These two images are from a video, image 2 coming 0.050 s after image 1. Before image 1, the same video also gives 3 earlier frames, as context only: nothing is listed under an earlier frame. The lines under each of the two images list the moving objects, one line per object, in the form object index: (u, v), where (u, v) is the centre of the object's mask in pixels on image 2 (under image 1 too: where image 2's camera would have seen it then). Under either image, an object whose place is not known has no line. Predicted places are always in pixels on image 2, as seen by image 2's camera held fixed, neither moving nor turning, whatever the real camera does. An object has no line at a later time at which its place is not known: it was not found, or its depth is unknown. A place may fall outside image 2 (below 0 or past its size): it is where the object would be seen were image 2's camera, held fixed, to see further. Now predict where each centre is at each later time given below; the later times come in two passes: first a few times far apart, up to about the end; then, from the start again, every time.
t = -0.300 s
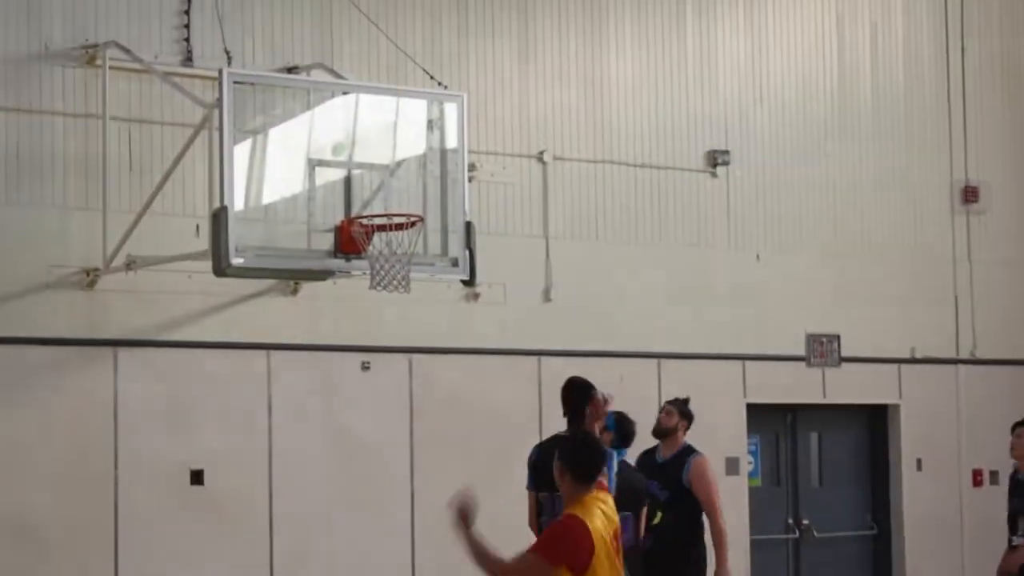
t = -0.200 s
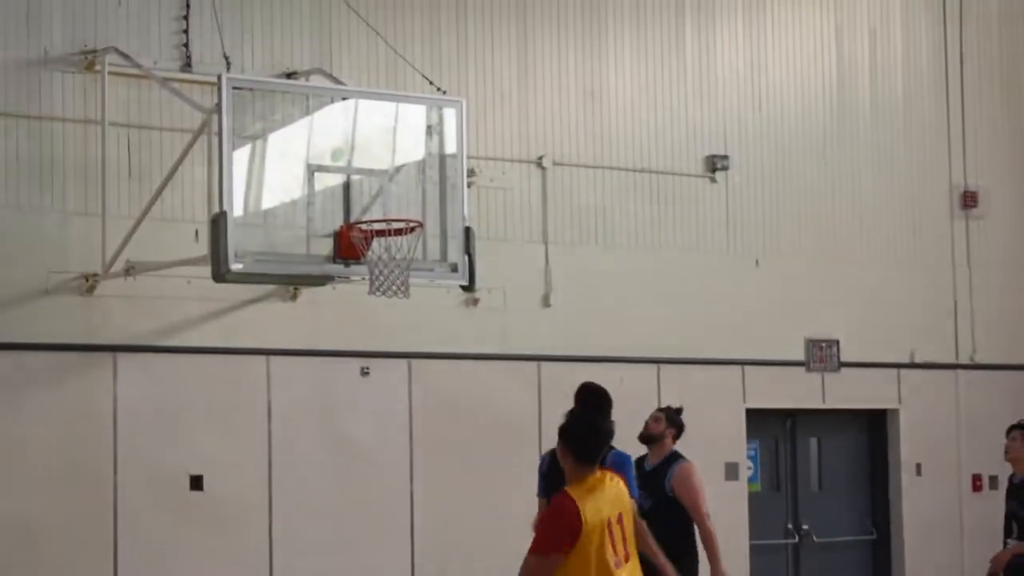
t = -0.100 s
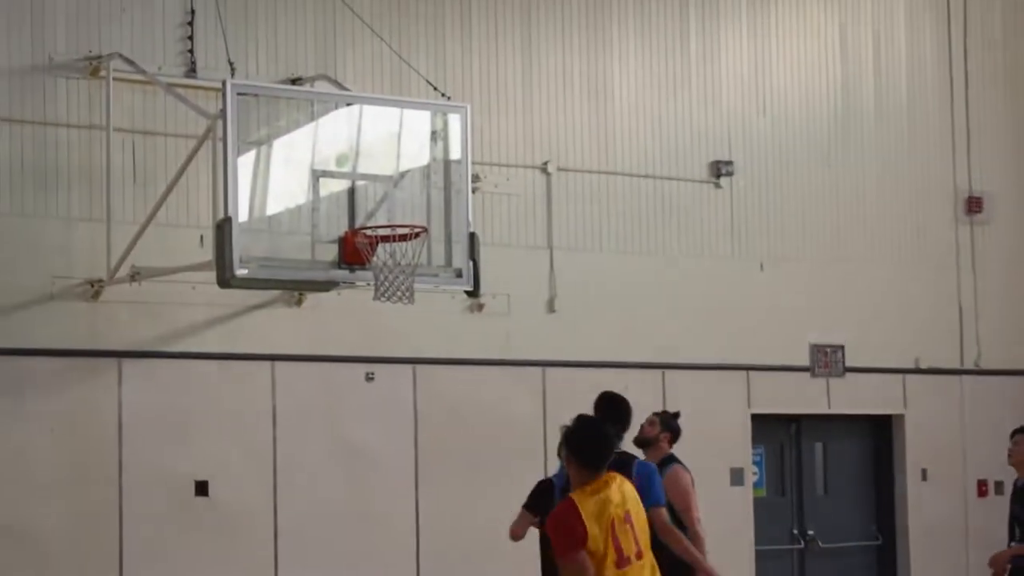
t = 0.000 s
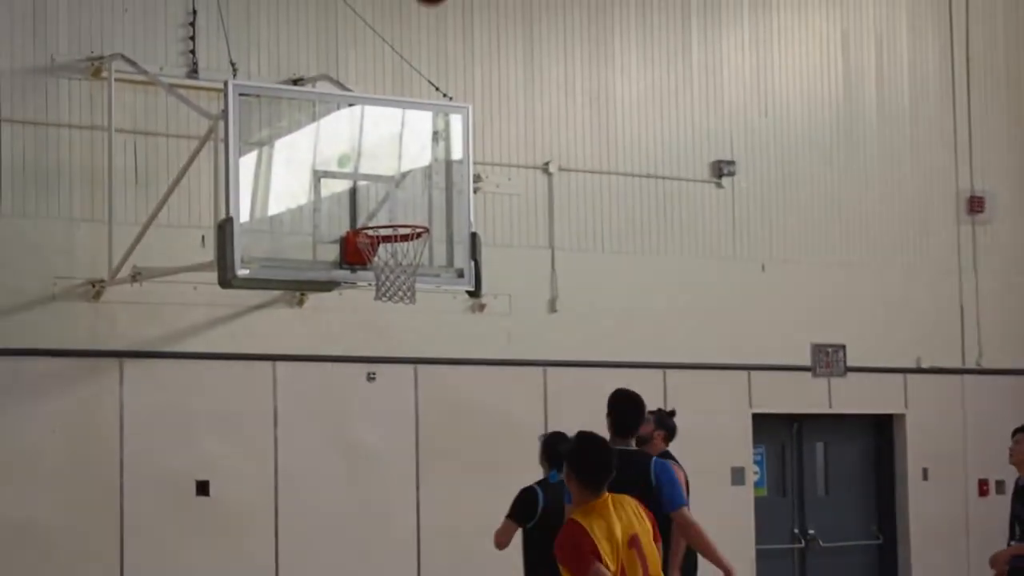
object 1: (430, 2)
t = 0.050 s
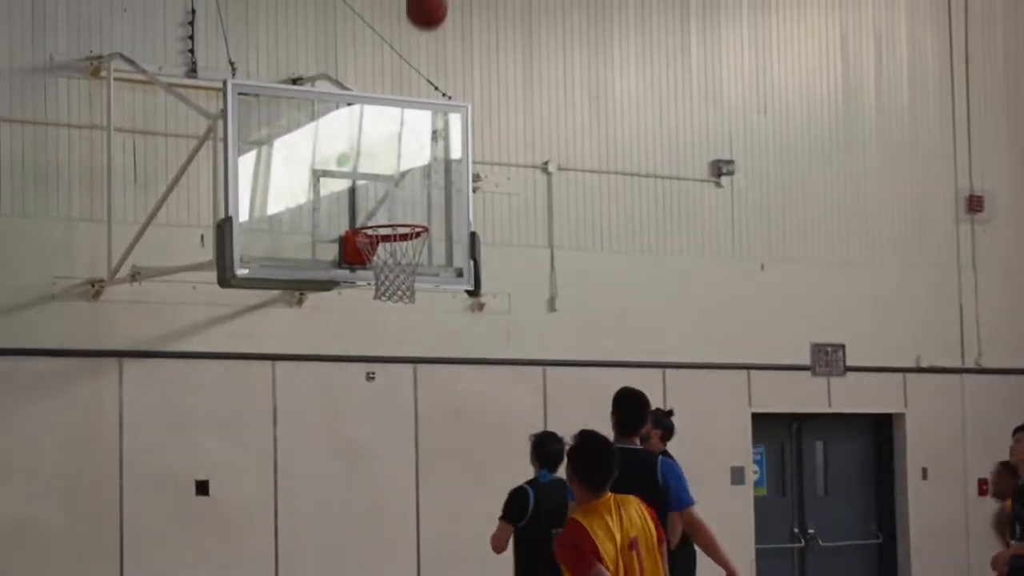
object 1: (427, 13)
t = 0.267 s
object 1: (413, 159)
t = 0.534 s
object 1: (363, 265)
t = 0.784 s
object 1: (371, 263)
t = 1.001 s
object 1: (404, 291)
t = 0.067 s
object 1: (425, 19)
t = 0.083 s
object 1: (424, 27)
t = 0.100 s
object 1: (423, 37)
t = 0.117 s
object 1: (422, 48)
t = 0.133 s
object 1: (421, 59)
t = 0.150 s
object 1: (420, 70)
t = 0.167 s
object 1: (419, 81)
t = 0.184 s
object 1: (418, 93)
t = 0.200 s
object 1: (417, 105)
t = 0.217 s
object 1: (417, 117)
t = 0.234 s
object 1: (415, 132)
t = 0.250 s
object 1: (414, 145)
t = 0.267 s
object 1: (413, 159)
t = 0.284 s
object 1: (412, 173)
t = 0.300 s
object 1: (411, 187)
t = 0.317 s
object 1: (410, 200)
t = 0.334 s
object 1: (409, 213)
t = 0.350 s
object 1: (407, 221)
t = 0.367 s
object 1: (404, 230)
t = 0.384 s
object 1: (402, 238)
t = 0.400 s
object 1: (397, 242)
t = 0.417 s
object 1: (394, 248)
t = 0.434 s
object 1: (385, 252)
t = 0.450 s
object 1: (381, 257)
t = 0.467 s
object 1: (376, 261)
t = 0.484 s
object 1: (372, 263)
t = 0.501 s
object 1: (366, 262)
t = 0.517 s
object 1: (366, 264)
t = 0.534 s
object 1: (363, 265)
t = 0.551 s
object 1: (360, 262)
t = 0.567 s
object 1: (359, 262)
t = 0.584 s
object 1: (359, 262)
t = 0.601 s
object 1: (359, 261)
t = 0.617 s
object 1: (358, 260)
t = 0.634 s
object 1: (359, 260)
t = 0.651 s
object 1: (359, 260)
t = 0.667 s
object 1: (360, 260)
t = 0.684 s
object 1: (360, 259)
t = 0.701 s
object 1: (362, 260)
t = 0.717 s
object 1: (364, 261)
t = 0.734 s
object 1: (365, 260)
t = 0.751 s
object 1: (367, 261)
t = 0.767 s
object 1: (369, 263)
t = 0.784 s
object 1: (371, 263)
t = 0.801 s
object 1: (373, 263)
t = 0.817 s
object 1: (377, 265)
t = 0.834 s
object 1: (381, 269)
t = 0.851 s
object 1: (386, 274)
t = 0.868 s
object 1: (388, 275)
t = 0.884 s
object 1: (390, 277)
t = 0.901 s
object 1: (393, 278)
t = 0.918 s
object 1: (395, 280)
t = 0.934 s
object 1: (397, 282)
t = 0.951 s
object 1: (399, 284)
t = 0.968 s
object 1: (400, 286)
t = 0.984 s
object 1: (402, 289)
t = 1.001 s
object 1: (404, 291)
